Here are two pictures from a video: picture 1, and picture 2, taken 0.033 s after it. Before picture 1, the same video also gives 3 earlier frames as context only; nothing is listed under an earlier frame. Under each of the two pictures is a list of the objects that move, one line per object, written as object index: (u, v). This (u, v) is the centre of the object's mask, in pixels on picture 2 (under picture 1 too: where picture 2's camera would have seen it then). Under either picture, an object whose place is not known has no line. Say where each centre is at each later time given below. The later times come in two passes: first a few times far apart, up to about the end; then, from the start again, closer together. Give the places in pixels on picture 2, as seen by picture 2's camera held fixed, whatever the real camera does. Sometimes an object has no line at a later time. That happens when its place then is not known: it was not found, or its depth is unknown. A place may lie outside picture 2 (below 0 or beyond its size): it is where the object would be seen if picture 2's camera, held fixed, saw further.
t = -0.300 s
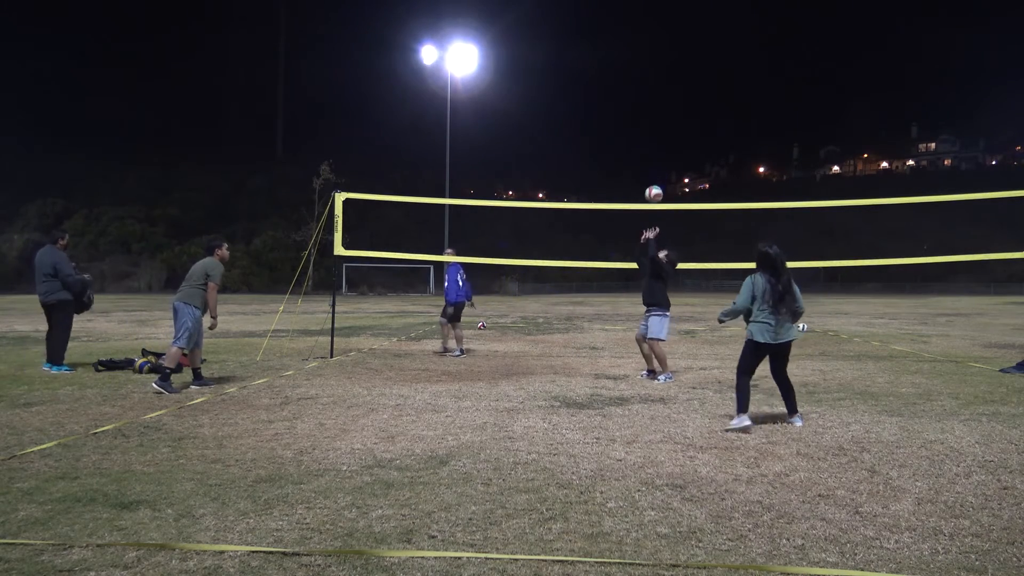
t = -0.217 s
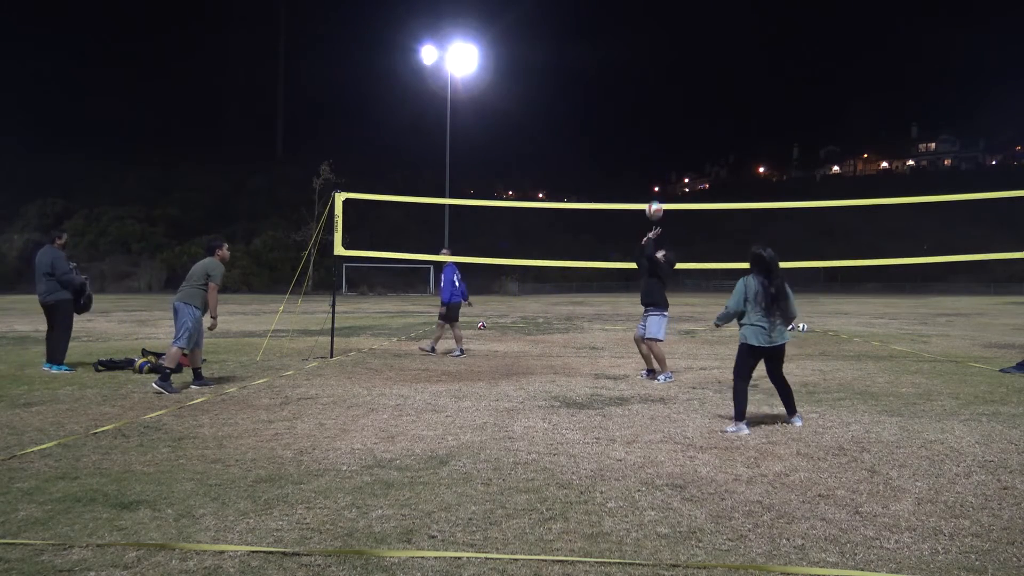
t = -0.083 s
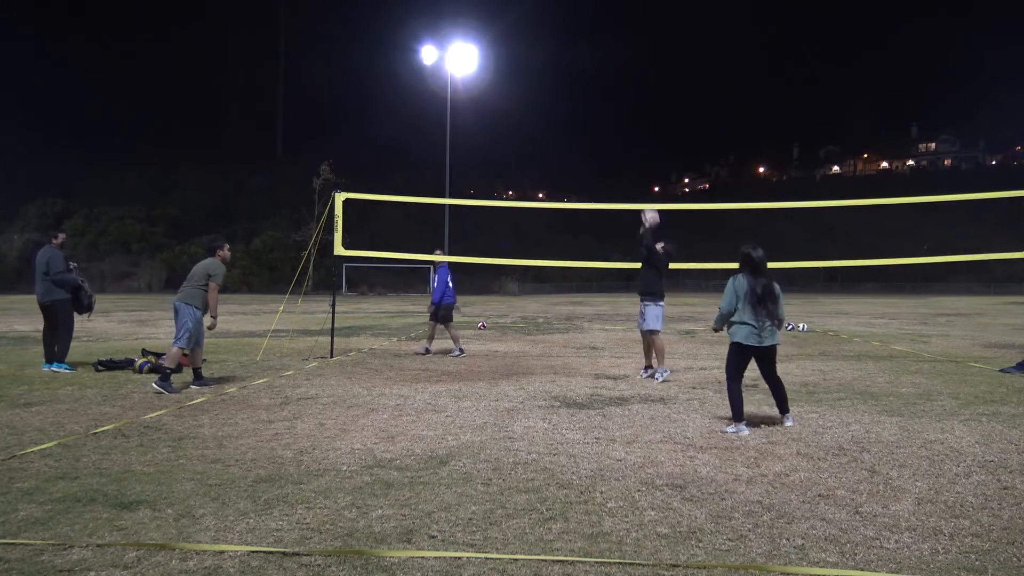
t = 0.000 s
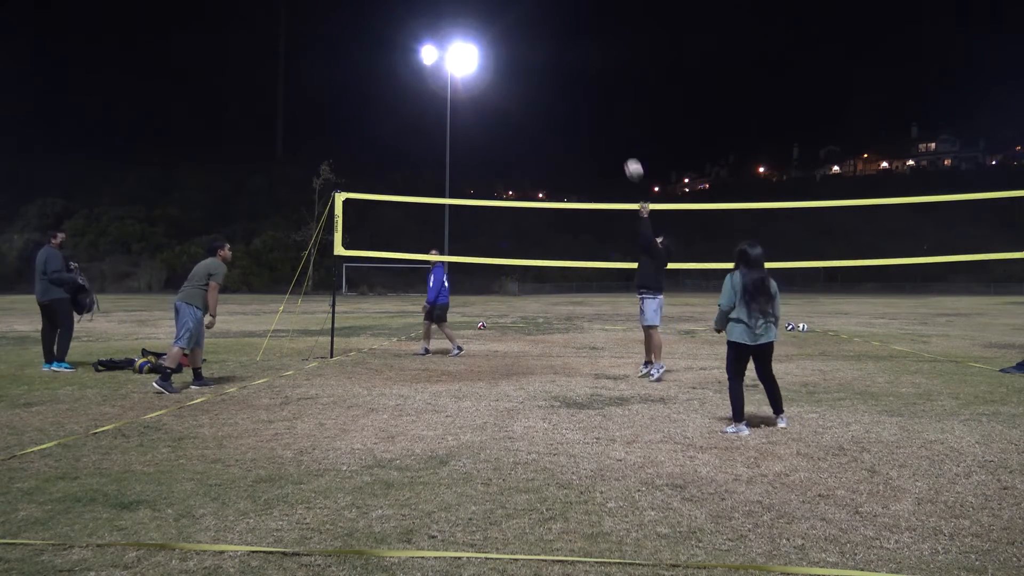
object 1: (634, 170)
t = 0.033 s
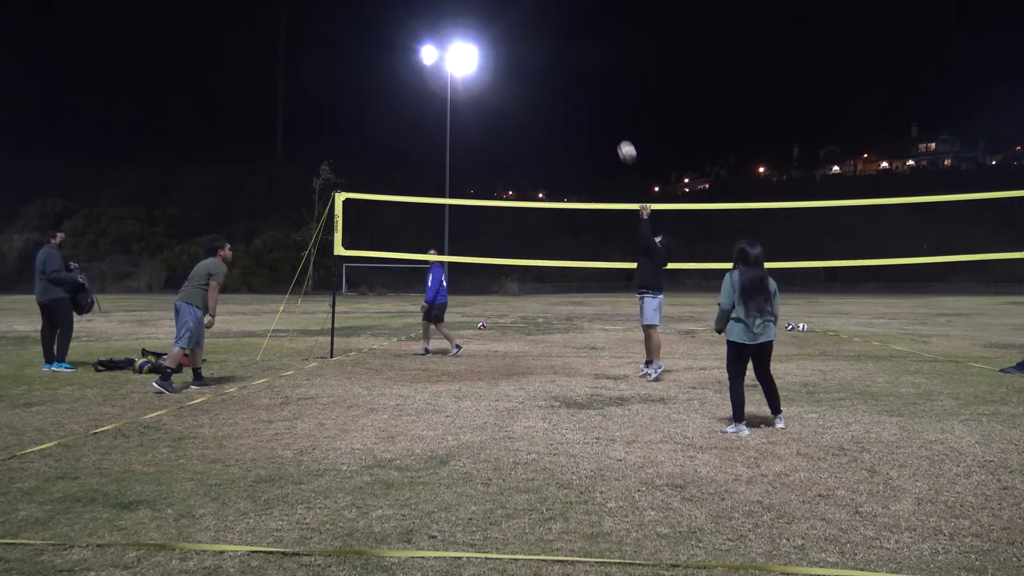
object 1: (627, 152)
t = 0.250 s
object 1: (582, 61)
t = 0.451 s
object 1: (539, 12)
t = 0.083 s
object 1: (616, 127)
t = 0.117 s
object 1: (610, 112)
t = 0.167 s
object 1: (599, 91)
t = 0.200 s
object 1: (592, 79)
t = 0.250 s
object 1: (582, 61)
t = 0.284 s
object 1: (574, 51)
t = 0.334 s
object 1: (564, 37)
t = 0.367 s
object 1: (557, 29)
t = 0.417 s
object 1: (546, 18)
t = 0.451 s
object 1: (539, 12)
